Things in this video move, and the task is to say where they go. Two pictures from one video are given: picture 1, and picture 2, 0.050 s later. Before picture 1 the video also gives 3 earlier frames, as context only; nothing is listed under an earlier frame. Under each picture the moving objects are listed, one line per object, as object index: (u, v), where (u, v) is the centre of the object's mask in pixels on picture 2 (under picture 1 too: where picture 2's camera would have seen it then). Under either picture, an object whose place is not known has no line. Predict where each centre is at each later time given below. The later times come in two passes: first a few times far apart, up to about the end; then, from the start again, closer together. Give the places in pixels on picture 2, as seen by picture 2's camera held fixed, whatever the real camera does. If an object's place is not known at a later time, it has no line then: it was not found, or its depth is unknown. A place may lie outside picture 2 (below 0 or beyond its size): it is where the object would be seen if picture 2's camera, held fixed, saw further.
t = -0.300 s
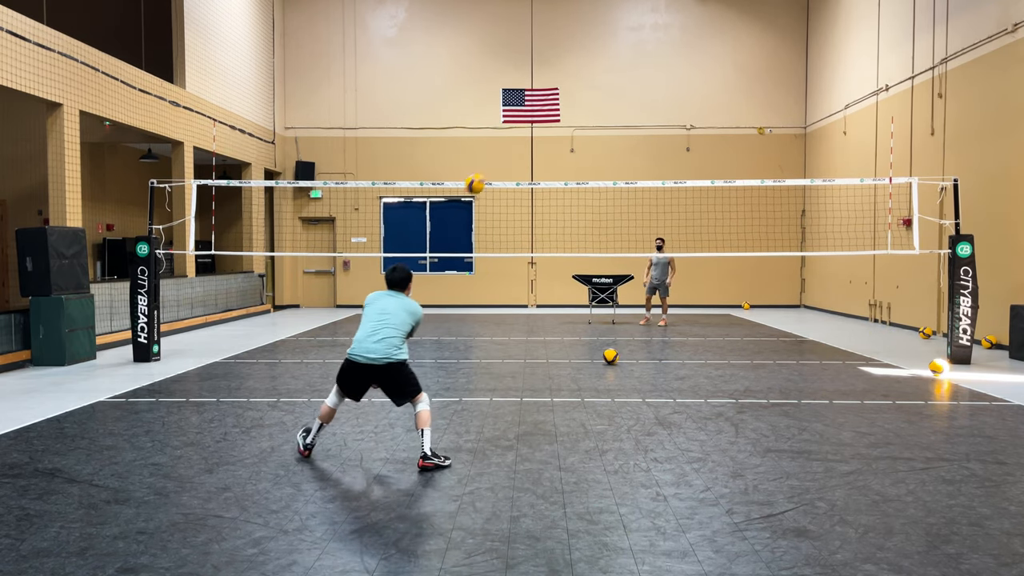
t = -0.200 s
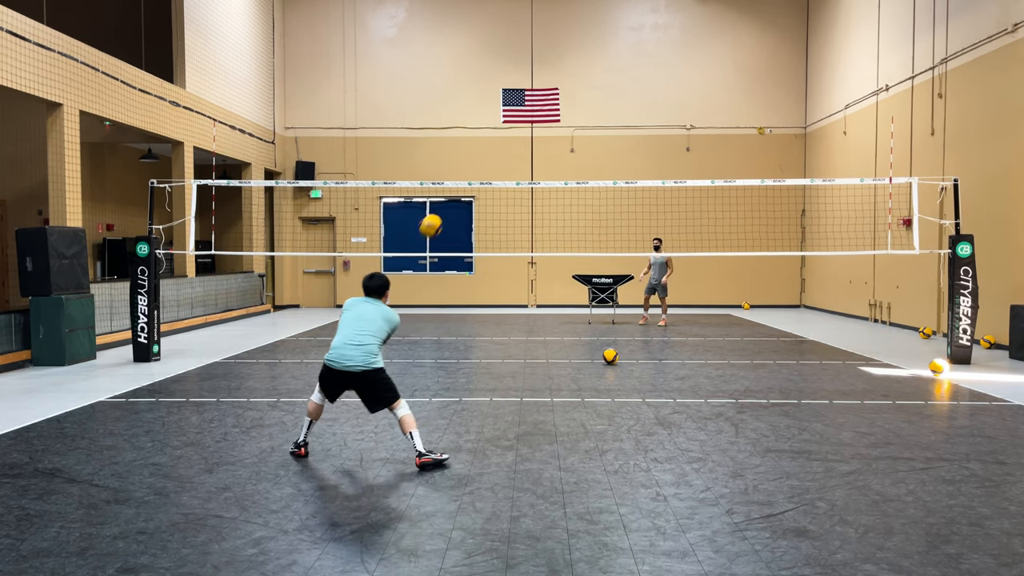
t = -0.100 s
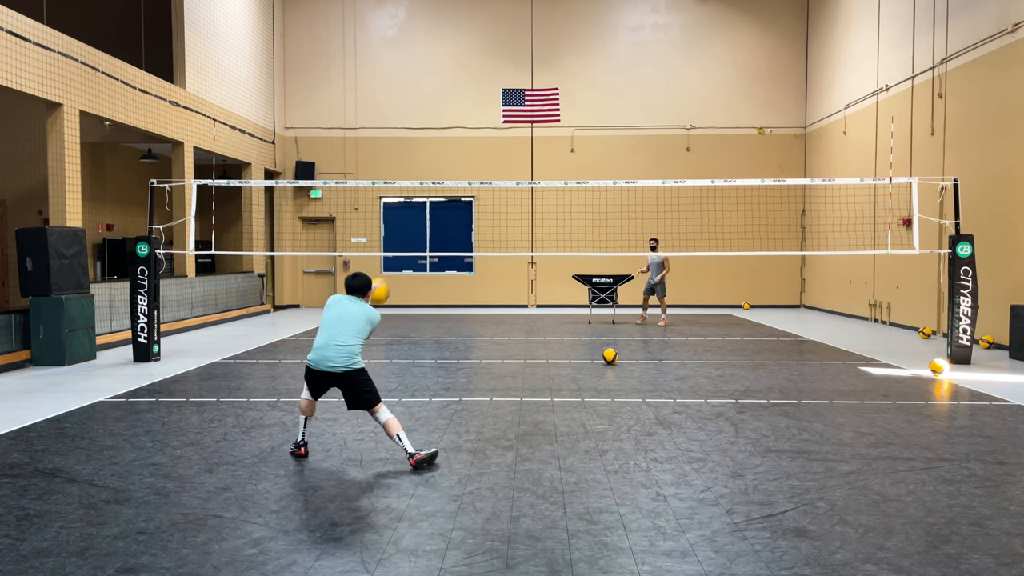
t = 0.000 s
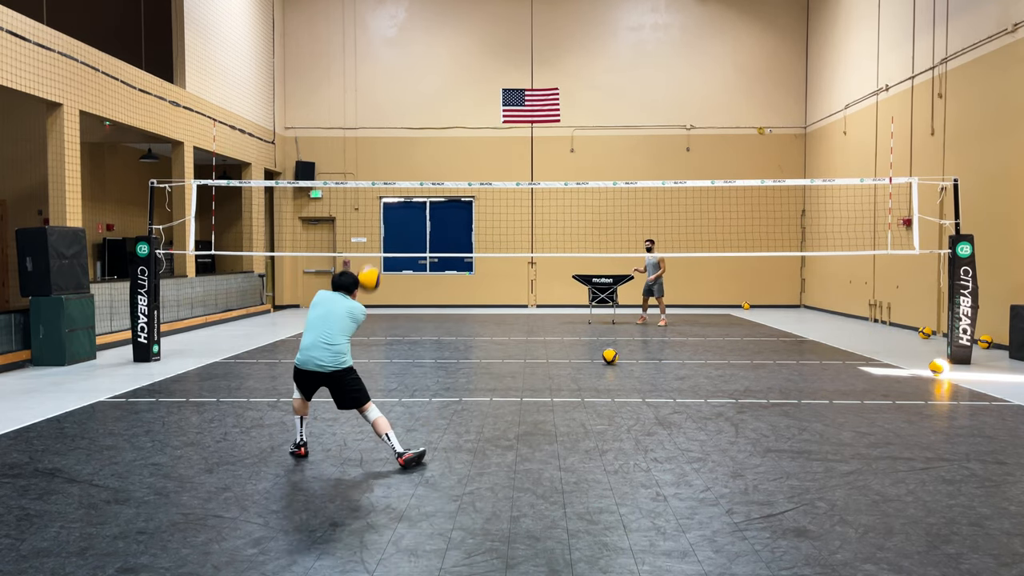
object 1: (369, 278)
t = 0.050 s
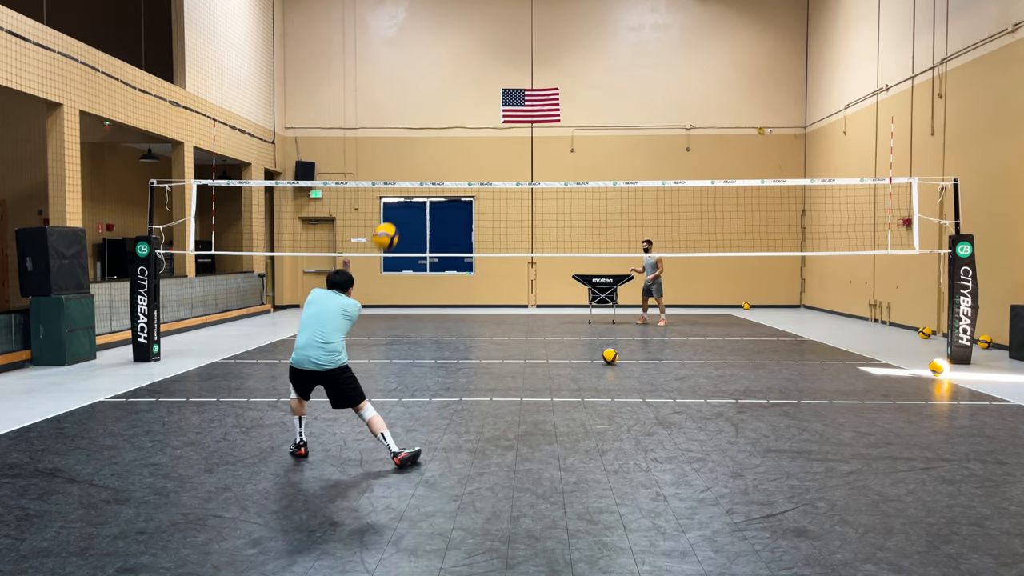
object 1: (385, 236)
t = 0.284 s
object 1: (454, 101)
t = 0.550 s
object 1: (518, 41)
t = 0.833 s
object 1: (572, 56)
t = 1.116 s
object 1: (616, 130)
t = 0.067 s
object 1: (391, 223)
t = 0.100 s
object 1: (402, 200)
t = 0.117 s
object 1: (406, 189)
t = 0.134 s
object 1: (412, 177)
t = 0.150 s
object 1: (417, 167)
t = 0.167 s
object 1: (422, 157)
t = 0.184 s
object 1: (426, 148)
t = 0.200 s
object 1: (431, 139)
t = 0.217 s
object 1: (436, 131)
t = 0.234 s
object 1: (441, 123)
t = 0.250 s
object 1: (446, 115)
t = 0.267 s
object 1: (450, 108)
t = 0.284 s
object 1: (454, 101)
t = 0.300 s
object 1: (459, 95)
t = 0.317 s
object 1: (463, 89)
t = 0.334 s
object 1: (467, 84)
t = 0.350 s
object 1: (472, 77)
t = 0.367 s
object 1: (476, 73)
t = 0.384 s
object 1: (480, 68)
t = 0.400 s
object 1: (484, 64)
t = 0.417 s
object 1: (488, 61)
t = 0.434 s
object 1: (492, 57)
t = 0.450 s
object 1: (496, 54)
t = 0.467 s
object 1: (500, 51)
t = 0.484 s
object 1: (503, 48)
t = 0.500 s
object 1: (507, 46)
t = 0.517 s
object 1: (511, 44)
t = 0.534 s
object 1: (515, 43)
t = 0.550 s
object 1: (518, 41)
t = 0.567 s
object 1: (522, 40)
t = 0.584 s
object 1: (525, 39)
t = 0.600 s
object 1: (529, 39)
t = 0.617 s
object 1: (532, 38)
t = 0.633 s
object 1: (535, 39)
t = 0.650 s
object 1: (539, 39)
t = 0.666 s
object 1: (542, 39)
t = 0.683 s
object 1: (546, 40)
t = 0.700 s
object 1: (549, 41)
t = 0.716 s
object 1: (552, 42)
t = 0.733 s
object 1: (555, 44)
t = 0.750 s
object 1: (558, 45)
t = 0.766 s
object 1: (561, 47)
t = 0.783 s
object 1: (564, 49)
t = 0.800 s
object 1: (567, 51)
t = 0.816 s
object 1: (569, 54)
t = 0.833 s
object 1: (572, 56)
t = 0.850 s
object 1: (575, 59)
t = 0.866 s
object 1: (578, 62)
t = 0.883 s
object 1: (581, 65)
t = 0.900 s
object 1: (584, 69)
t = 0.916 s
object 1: (586, 72)
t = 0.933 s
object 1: (589, 76)
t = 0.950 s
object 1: (592, 80)
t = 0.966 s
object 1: (595, 85)
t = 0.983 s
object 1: (597, 89)
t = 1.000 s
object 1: (600, 94)
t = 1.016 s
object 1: (602, 98)
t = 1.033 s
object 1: (605, 103)
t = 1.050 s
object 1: (607, 108)
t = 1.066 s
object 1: (610, 114)
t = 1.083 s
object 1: (612, 119)
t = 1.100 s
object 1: (614, 124)
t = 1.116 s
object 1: (616, 130)
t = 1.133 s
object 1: (619, 135)
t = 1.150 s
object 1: (621, 141)
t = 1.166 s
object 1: (623, 147)
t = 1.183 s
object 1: (625, 153)
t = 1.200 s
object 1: (627, 160)
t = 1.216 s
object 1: (630, 165)
